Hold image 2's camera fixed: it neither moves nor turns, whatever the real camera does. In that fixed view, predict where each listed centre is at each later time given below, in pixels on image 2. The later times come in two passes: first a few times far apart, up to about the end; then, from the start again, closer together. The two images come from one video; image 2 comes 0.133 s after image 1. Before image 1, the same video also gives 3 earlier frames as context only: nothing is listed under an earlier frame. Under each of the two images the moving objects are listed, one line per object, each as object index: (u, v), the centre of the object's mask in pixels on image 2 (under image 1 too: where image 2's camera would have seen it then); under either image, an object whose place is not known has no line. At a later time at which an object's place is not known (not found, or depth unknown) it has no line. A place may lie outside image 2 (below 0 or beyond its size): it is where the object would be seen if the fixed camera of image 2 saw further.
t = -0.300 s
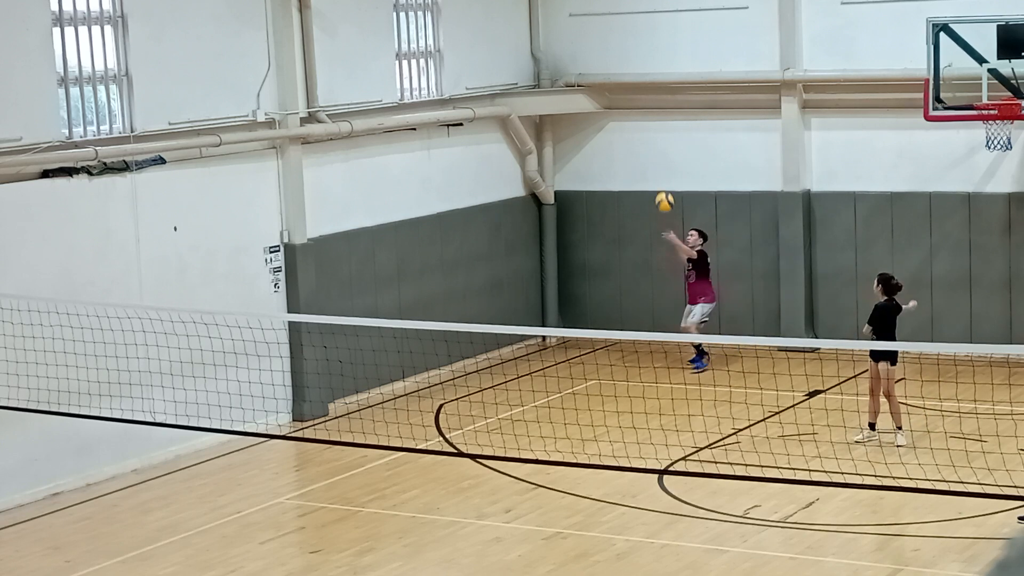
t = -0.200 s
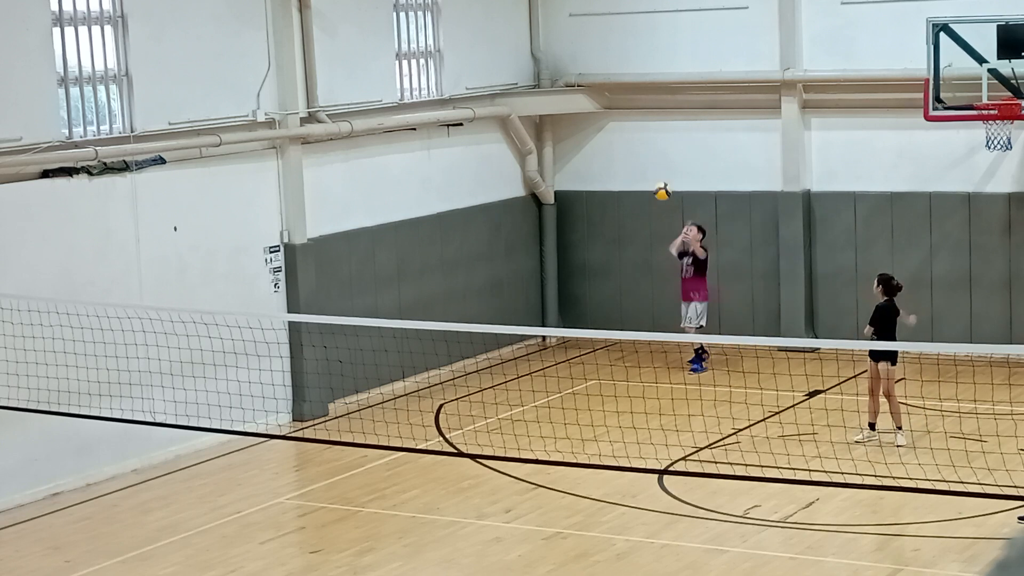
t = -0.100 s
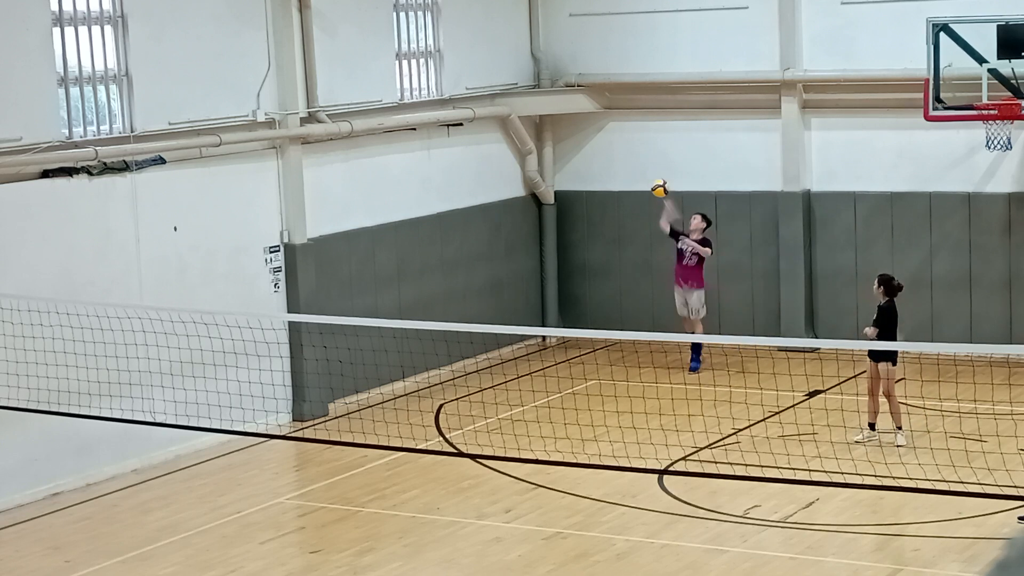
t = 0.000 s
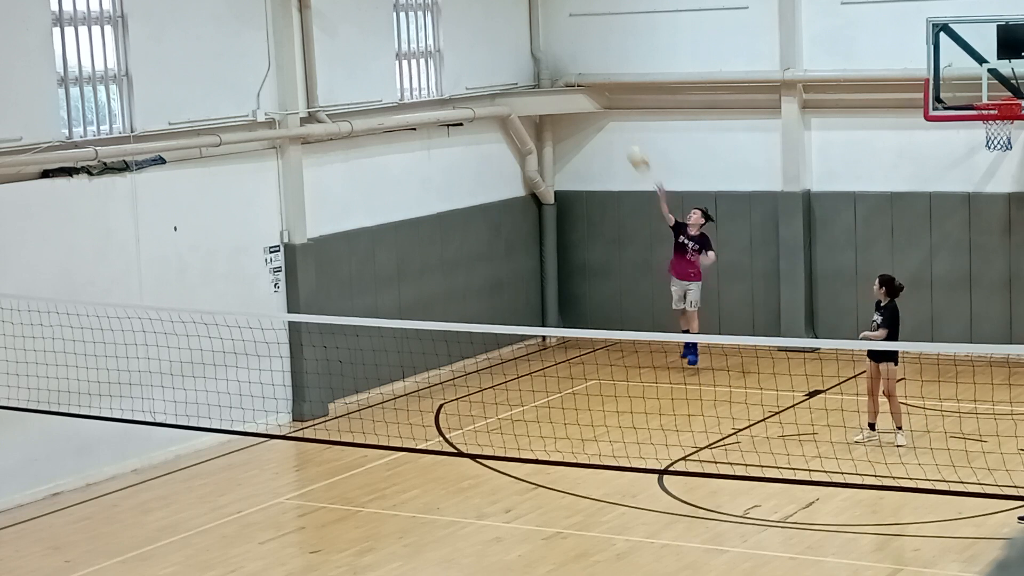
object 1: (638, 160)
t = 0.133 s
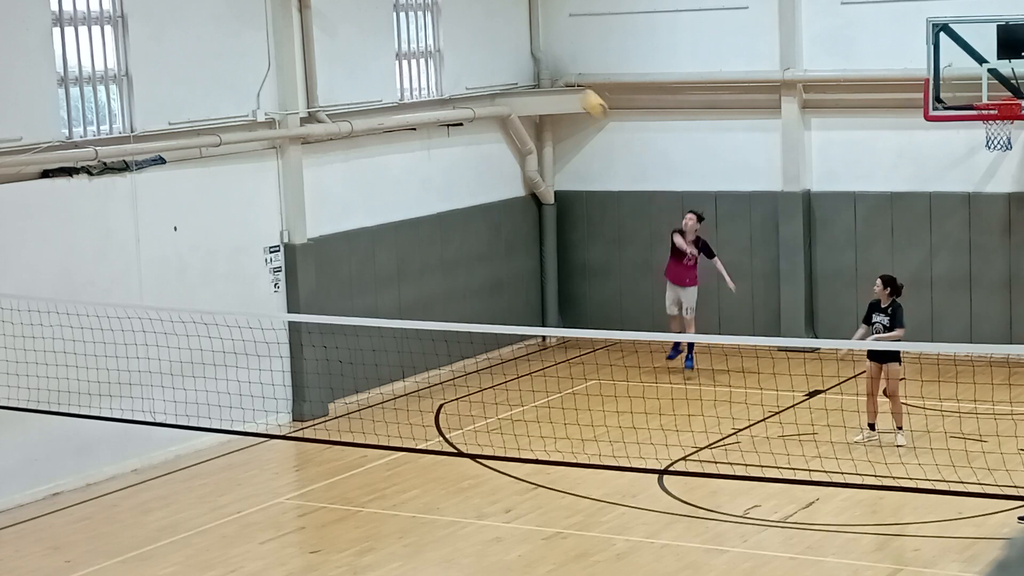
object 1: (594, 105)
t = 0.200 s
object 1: (568, 78)
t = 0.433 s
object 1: (465, 11)
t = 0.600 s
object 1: (387, 2)
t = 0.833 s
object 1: (272, 14)
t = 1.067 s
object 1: (139, 118)
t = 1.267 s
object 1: (14, 296)
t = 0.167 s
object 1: (581, 91)
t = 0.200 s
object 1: (568, 78)
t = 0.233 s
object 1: (553, 67)
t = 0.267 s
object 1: (540, 55)
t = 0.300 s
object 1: (526, 46)
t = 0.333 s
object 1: (510, 36)
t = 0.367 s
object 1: (496, 27)
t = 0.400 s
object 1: (481, 18)
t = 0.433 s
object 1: (465, 11)
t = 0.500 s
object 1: (434, 5)
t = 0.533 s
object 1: (418, 4)
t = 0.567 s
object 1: (402, 3)
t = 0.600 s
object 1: (387, 2)
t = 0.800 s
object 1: (290, 10)
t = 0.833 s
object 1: (272, 14)
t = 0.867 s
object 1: (252, 25)
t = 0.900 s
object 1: (234, 36)
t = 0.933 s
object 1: (215, 49)
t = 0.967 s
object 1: (196, 63)
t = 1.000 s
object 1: (177, 79)
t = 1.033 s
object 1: (157, 97)
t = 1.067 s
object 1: (139, 118)
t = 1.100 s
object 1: (116, 144)
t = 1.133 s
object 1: (95, 165)
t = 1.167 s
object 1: (75, 190)
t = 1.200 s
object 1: (54, 225)
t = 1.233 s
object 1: (32, 262)
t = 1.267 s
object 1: (14, 296)
